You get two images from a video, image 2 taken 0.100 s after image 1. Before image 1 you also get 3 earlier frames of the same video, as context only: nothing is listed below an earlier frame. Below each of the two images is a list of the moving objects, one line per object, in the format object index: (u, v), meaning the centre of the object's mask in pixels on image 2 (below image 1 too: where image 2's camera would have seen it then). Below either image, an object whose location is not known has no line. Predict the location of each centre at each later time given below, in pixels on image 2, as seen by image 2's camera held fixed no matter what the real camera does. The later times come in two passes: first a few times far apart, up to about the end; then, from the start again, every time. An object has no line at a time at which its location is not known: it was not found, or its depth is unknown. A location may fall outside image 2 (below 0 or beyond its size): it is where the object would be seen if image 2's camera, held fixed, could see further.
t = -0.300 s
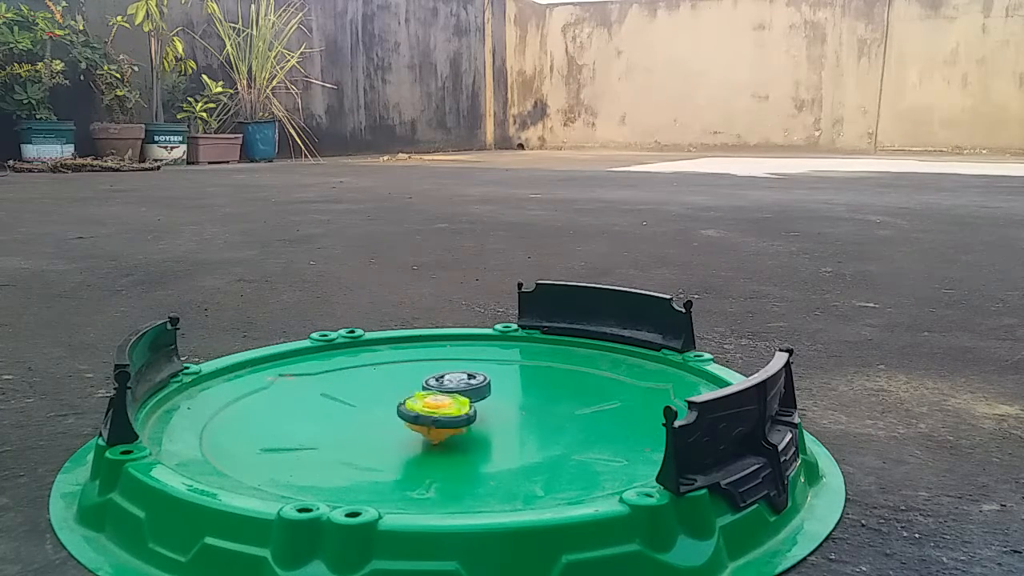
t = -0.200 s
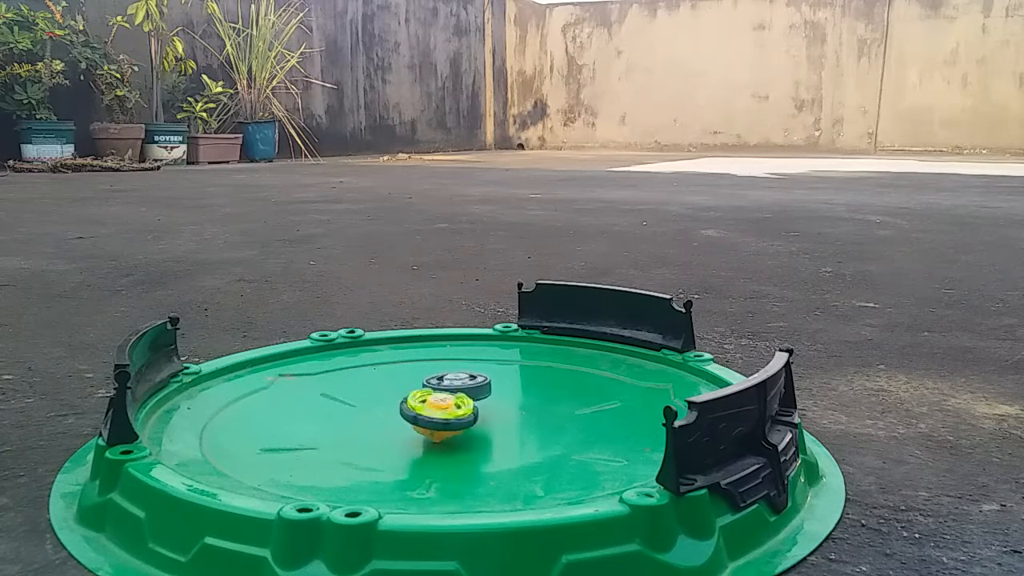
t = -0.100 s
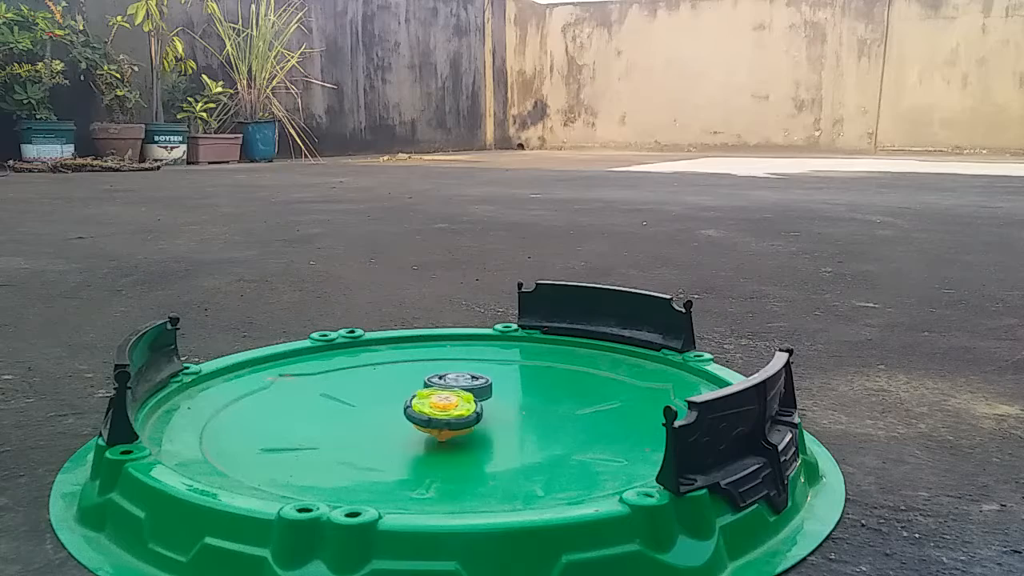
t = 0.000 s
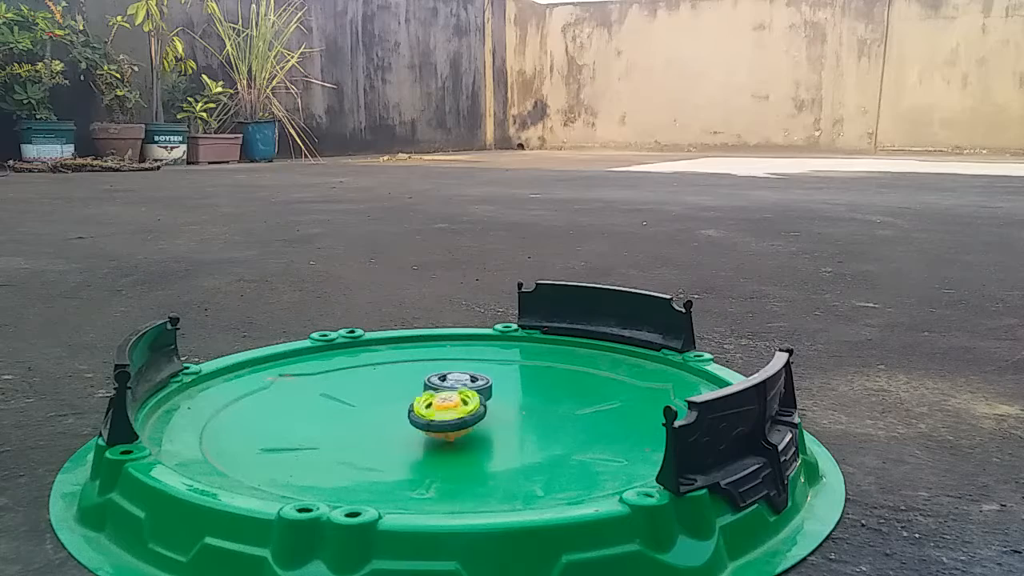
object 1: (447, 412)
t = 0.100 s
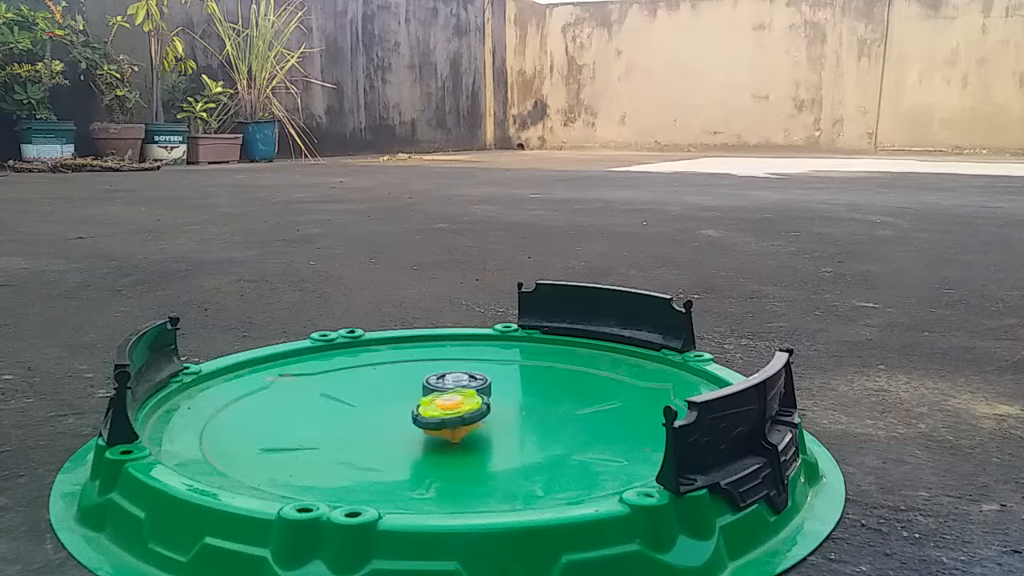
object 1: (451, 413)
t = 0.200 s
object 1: (453, 415)
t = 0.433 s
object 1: (450, 416)
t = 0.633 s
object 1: (453, 414)
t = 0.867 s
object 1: (464, 414)
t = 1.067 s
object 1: (467, 415)
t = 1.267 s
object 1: (467, 415)
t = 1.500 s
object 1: (474, 413)
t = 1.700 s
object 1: (475, 416)
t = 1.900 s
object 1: (476, 413)
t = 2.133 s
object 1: (485, 413)
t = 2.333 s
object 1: (486, 413)
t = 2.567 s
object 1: (491, 411)
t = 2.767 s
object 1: (485, 413)
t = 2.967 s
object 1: (495, 414)
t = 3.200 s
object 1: (486, 416)
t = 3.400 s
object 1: (478, 413)
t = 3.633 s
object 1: (472, 412)
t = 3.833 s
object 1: (451, 411)
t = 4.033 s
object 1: (452, 411)
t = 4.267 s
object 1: (469, 416)
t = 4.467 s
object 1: (467, 415)
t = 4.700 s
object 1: (457, 412)
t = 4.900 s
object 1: (463, 413)
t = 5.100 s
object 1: (460, 412)
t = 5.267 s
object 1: (460, 413)
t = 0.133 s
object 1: (452, 414)
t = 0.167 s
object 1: (452, 414)
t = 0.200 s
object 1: (453, 415)
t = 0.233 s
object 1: (452, 415)
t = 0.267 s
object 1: (453, 416)
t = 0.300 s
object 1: (451, 416)
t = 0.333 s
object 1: (452, 416)
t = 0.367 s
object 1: (450, 416)
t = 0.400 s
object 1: (451, 416)
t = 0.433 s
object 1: (450, 416)
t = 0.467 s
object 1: (451, 416)
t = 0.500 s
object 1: (450, 415)
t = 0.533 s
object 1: (451, 415)
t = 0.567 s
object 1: (451, 415)
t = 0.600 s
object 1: (453, 414)
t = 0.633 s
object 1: (453, 414)
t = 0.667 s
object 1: (455, 413)
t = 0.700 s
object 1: (456, 413)
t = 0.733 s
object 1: (459, 413)
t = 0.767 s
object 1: (459, 413)
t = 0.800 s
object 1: (461, 413)
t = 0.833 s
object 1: (462, 414)
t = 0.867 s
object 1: (464, 414)
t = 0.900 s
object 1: (464, 414)
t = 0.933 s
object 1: (465, 414)
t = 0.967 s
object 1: (466, 415)
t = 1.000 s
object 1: (466, 415)
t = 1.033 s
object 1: (467, 415)
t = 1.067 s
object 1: (467, 415)
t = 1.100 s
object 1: (467, 416)
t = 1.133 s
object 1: (466, 416)
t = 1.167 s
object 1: (467, 416)
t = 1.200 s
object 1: (467, 416)
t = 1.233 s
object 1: (468, 415)
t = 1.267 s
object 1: (467, 415)
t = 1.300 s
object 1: (468, 414)
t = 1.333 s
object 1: (467, 414)
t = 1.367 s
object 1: (469, 414)
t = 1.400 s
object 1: (470, 414)
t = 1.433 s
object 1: (473, 413)
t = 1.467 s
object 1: (473, 413)
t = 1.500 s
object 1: (474, 413)
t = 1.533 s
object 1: (473, 414)
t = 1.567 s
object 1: (472, 413)
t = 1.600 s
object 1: (472, 414)
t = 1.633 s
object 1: (473, 415)
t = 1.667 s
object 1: (474, 415)
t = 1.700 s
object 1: (475, 416)
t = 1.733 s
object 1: (477, 415)
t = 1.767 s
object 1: (477, 415)
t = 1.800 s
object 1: (478, 415)
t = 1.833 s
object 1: (477, 414)
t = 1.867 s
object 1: (478, 413)
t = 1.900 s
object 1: (476, 413)
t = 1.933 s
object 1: (477, 412)
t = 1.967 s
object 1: (478, 413)
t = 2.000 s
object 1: (482, 412)
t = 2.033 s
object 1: (483, 413)
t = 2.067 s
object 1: (485, 412)
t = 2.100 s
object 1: (485, 413)
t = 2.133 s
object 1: (485, 413)
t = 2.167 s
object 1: (485, 413)
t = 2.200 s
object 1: (485, 413)
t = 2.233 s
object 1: (486, 414)
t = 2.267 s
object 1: (486, 414)
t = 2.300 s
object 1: (487, 414)
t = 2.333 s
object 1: (486, 413)
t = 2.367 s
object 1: (487, 413)
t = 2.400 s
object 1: (485, 412)
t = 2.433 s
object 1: (486, 412)
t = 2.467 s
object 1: (486, 412)
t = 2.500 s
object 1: (489, 412)
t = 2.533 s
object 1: (490, 412)
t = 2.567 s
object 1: (491, 411)
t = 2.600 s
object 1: (492, 412)
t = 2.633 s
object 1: (490, 412)
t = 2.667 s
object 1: (487, 413)
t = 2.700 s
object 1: (487, 414)
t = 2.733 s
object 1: (486, 416)
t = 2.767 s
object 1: (485, 413)
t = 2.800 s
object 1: (487, 411)
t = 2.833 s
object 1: (487, 411)
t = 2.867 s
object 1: (489, 412)
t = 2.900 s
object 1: (490, 412)
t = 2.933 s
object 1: (493, 413)
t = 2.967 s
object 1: (495, 414)
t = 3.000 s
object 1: (498, 412)
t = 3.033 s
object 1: (496, 412)
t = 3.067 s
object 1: (496, 414)
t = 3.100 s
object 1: (494, 414)
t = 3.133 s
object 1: (492, 413)
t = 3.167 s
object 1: (490, 415)
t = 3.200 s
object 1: (486, 416)
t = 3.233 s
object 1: (484, 417)
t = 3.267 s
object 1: (484, 417)
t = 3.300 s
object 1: (481, 417)
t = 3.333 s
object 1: (479, 415)
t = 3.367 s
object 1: (478, 414)
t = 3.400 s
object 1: (478, 413)
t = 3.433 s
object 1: (478, 414)
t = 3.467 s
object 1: (478, 413)
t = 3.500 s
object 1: (475, 413)
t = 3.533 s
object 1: (474, 412)
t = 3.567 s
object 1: (472, 412)
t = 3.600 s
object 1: (471, 413)
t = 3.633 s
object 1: (472, 412)
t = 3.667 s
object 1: (471, 411)
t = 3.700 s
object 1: (466, 411)
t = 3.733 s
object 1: (462, 411)
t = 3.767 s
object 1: (457, 411)
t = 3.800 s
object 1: (454, 411)
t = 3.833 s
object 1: (451, 411)
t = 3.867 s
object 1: (449, 411)
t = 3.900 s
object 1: (448, 412)
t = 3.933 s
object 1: (448, 411)
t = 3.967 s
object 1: (449, 411)
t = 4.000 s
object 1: (450, 411)
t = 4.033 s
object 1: (452, 411)
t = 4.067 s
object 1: (455, 411)
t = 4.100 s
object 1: (458, 411)
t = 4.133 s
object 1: (462, 412)
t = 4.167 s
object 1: (464, 413)
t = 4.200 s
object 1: (466, 414)
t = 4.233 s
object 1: (467, 415)
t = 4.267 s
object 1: (469, 416)
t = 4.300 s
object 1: (470, 417)
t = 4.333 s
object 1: (470, 417)
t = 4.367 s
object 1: (470, 417)
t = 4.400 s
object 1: (469, 417)
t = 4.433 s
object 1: (469, 415)
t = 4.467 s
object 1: (467, 415)
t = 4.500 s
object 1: (465, 414)
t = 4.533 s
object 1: (464, 413)
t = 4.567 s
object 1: (463, 413)
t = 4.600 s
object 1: (462, 412)
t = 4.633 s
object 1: (460, 412)
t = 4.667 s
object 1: (458, 412)
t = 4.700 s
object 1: (457, 412)
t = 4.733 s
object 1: (457, 412)
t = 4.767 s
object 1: (458, 413)
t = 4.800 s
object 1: (460, 413)
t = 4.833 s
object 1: (462, 413)
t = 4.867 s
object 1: (462, 413)
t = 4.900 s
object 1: (463, 413)
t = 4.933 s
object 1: (462, 413)
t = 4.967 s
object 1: (461, 413)
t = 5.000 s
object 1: (459, 412)
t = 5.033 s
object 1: (459, 412)
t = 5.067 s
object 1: (459, 412)
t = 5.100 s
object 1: (460, 412)
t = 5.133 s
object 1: (461, 413)
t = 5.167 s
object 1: (462, 413)
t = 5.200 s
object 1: (462, 413)
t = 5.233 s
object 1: (461, 413)
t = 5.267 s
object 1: (460, 413)
